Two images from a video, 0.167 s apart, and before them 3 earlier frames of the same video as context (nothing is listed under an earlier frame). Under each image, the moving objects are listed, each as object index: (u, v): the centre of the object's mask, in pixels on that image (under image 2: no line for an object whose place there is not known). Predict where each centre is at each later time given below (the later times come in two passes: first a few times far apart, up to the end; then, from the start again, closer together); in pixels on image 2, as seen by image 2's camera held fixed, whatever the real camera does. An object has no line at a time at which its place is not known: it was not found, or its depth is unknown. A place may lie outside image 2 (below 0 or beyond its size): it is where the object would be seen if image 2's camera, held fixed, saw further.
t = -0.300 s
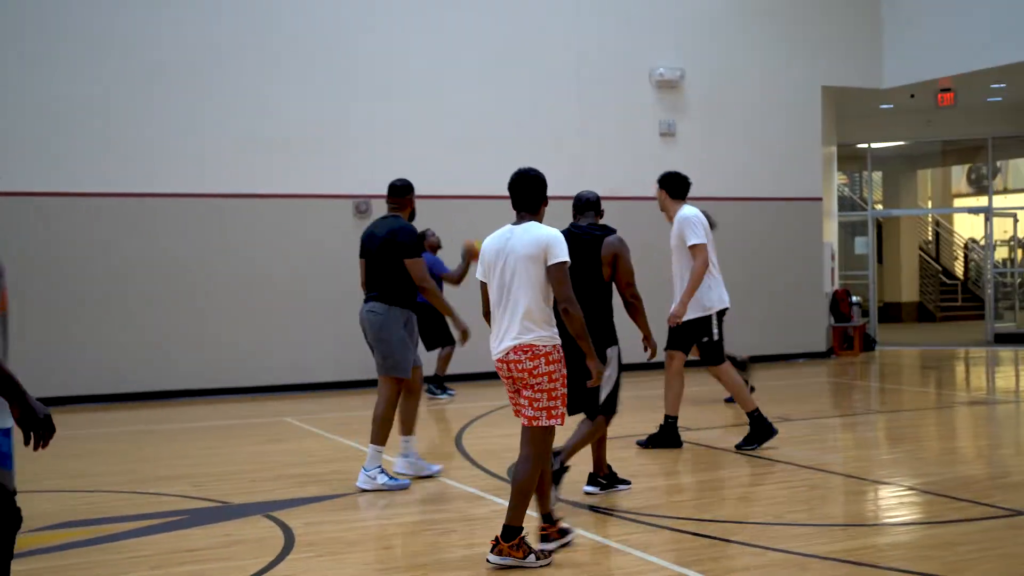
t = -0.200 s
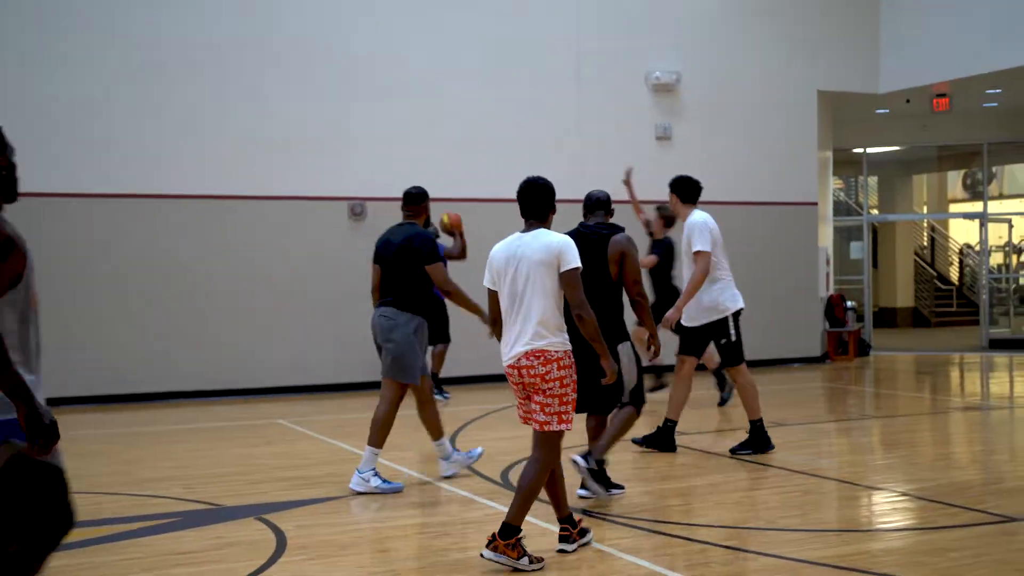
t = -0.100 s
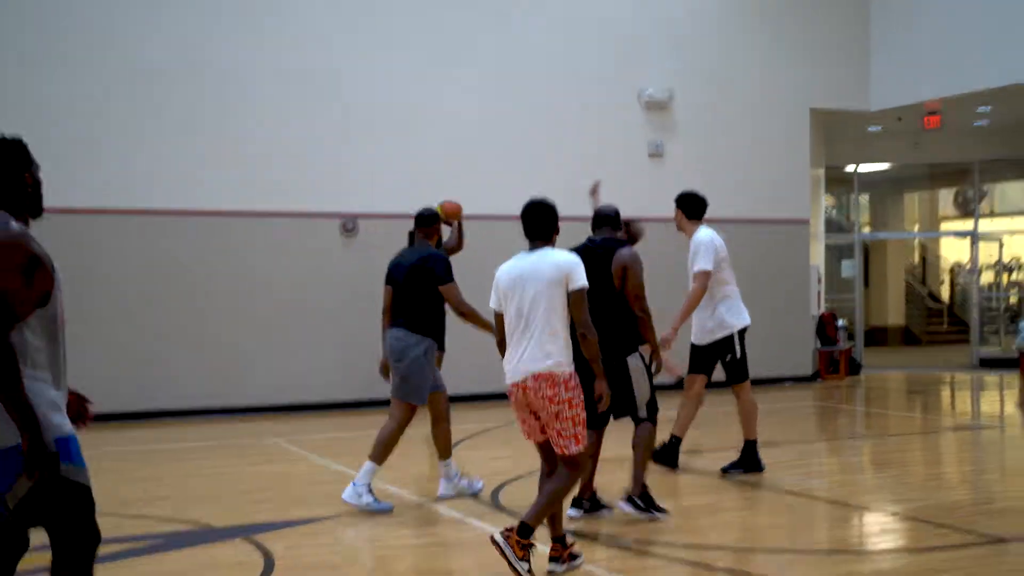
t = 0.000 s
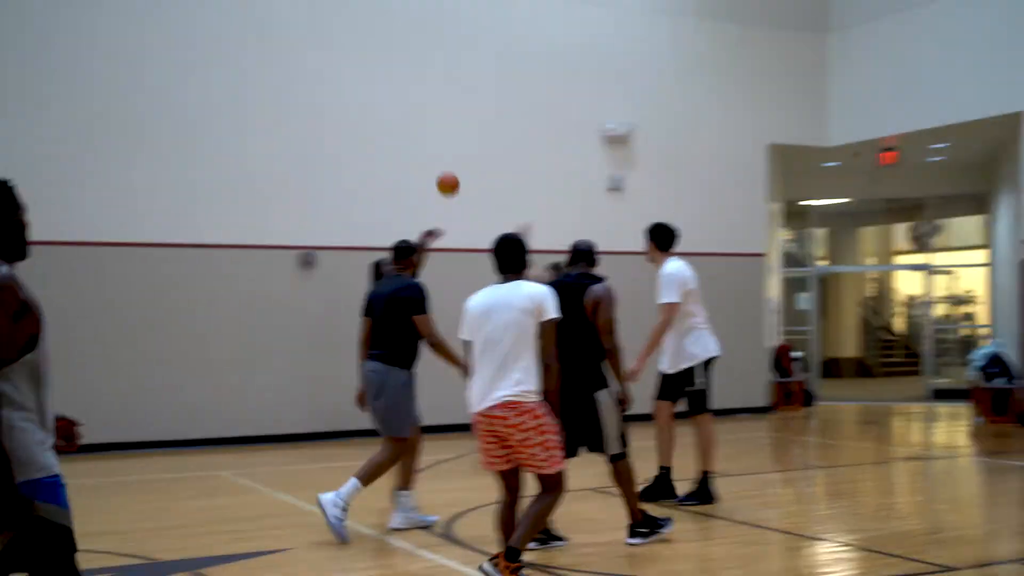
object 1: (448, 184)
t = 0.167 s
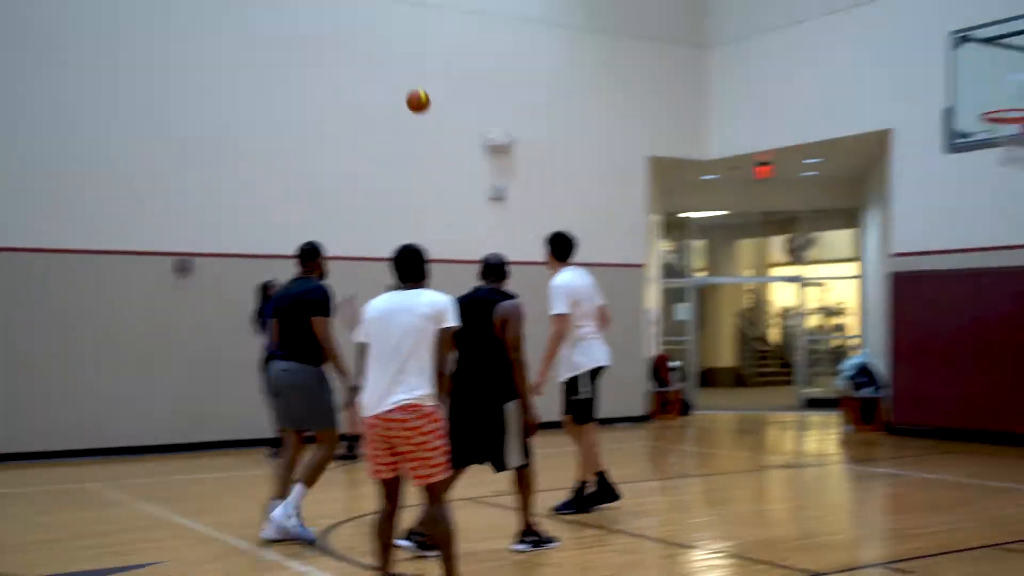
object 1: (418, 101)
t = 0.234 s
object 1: (452, 72)
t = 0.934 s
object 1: (866, 22)
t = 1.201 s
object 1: (1027, 149)
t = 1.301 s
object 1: (1020, 212)
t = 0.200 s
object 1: (434, 86)
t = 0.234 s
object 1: (452, 72)
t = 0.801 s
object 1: (779, -7)
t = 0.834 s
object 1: (800, -2)
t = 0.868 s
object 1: (821, 4)
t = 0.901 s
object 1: (843, 12)
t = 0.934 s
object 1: (866, 22)
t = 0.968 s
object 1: (889, 32)
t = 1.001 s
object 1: (913, 44)
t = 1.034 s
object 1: (937, 58)
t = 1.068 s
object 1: (962, 73)
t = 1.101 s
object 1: (985, 89)
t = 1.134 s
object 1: (1012, 101)
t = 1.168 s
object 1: (1026, 126)
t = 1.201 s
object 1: (1027, 149)
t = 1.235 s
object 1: (1025, 168)
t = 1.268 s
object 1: (1023, 188)
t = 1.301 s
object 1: (1020, 212)
